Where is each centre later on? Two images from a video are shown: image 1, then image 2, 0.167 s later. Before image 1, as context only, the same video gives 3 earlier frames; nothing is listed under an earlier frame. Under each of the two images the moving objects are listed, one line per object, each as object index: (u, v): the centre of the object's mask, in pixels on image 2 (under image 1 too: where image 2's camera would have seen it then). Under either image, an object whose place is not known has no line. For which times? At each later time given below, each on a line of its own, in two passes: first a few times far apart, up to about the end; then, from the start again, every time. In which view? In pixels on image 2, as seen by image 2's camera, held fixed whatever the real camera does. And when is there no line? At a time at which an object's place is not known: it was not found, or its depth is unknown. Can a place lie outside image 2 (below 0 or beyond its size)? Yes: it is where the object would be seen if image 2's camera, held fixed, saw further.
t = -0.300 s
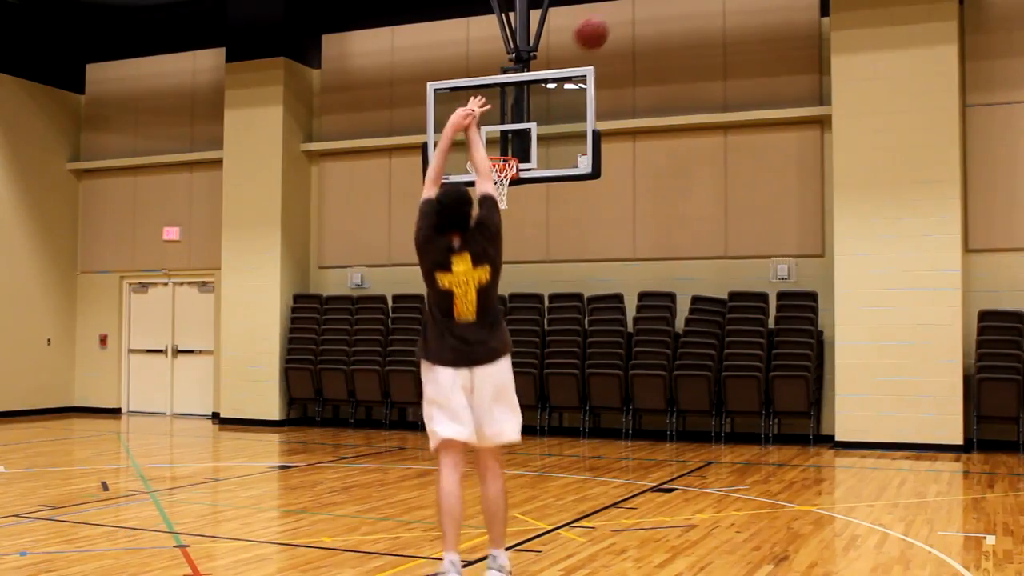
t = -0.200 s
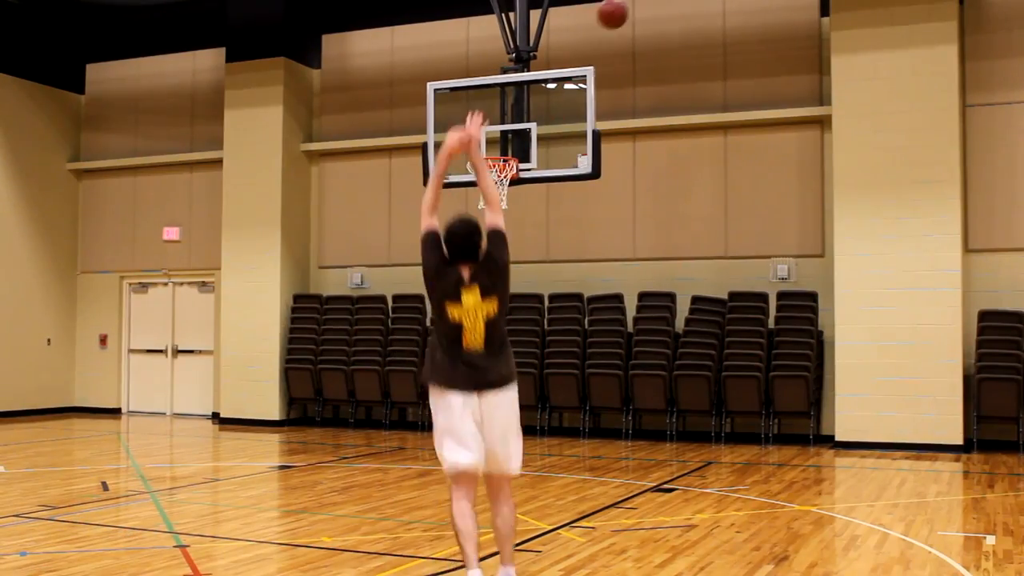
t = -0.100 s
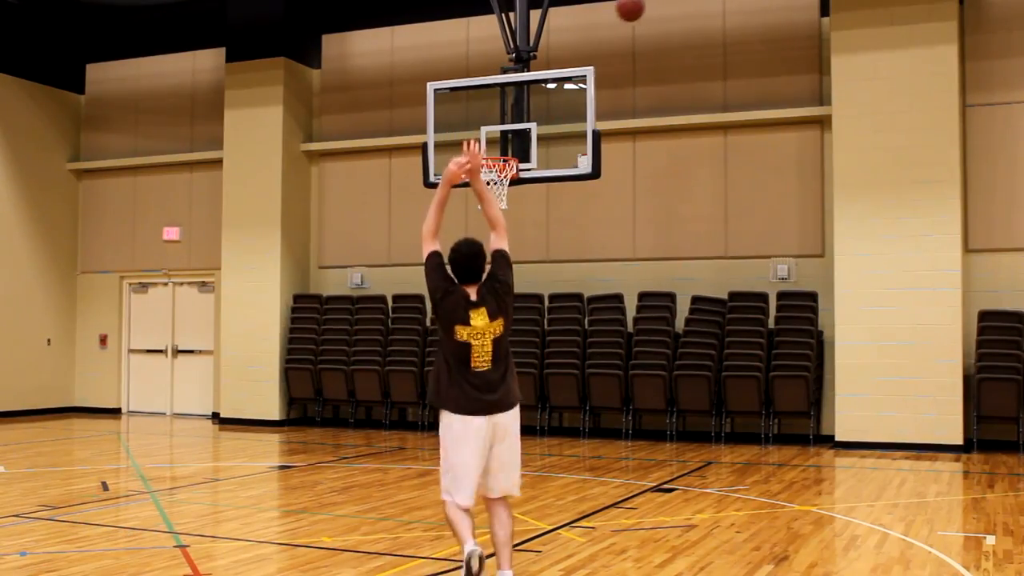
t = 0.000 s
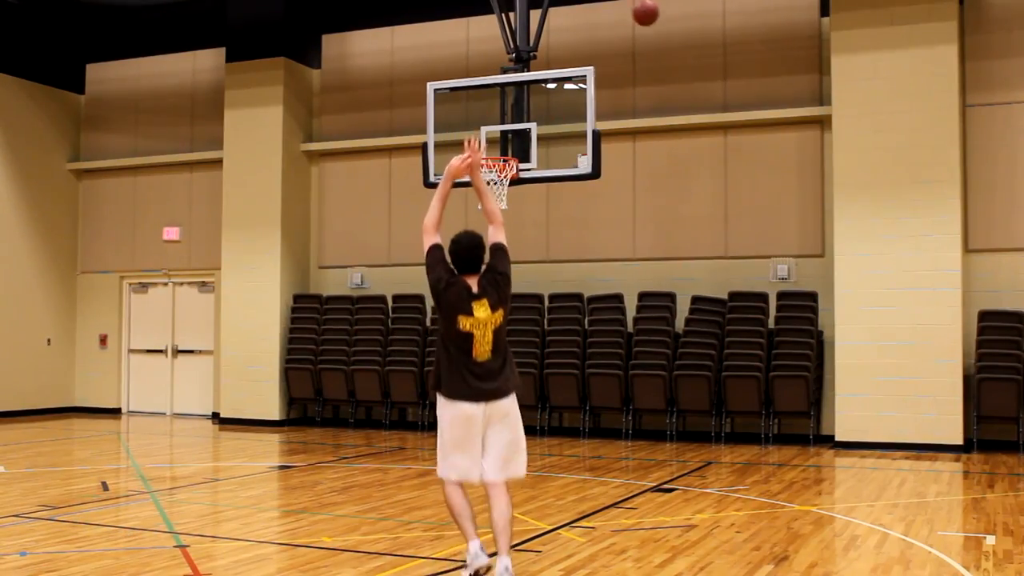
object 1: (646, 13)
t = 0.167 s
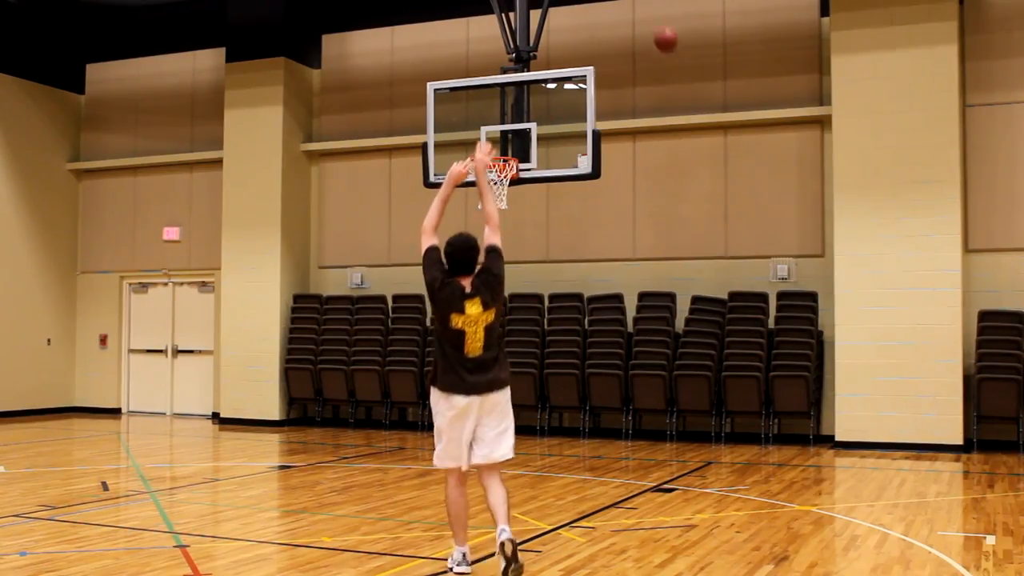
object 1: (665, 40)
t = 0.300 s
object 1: (680, 73)
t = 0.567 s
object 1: (705, 169)
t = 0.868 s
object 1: (666, 257)
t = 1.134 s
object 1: (616, 418)
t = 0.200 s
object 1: (669, 48)
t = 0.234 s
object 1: (673, 56)
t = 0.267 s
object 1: (677, 65)
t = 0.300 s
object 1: (680, 73)
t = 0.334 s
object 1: (683, 85)
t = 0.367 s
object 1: (686, 95)
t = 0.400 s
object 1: (689, 106)
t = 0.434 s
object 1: (692, 117)
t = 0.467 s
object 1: (696, 130)
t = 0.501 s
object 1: (699, 142)
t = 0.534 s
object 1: (702, 156)
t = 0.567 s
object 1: (705, 169)
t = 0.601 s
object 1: (705, 180)
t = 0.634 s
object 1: (700, 186)
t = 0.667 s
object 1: (696, 193)
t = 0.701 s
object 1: (691, 201)
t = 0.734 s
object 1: (686, 209)
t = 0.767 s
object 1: (682, 220)
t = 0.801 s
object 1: (677, 231)
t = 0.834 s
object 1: (671, 244)
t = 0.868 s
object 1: (666, 257)
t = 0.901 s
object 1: (660, 273)
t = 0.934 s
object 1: (655, 290)
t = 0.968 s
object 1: (649, 305)
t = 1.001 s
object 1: (643, 325)
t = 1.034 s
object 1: (637, 347)
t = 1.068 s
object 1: (630, 370)
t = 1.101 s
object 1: (622, 393)
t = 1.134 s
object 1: (616, 418)
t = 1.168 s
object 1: (610, 447)
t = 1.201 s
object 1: (604, 440)
